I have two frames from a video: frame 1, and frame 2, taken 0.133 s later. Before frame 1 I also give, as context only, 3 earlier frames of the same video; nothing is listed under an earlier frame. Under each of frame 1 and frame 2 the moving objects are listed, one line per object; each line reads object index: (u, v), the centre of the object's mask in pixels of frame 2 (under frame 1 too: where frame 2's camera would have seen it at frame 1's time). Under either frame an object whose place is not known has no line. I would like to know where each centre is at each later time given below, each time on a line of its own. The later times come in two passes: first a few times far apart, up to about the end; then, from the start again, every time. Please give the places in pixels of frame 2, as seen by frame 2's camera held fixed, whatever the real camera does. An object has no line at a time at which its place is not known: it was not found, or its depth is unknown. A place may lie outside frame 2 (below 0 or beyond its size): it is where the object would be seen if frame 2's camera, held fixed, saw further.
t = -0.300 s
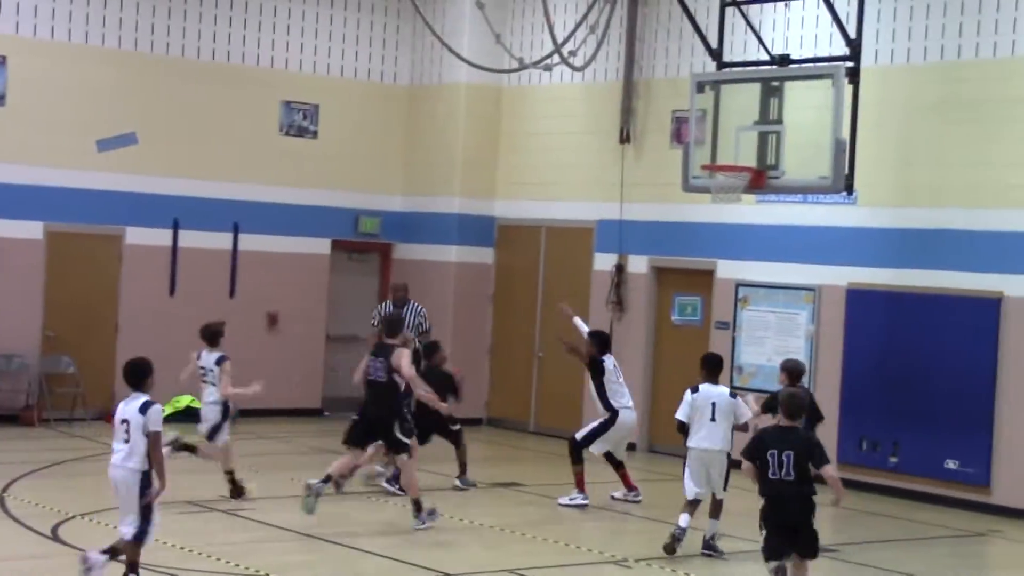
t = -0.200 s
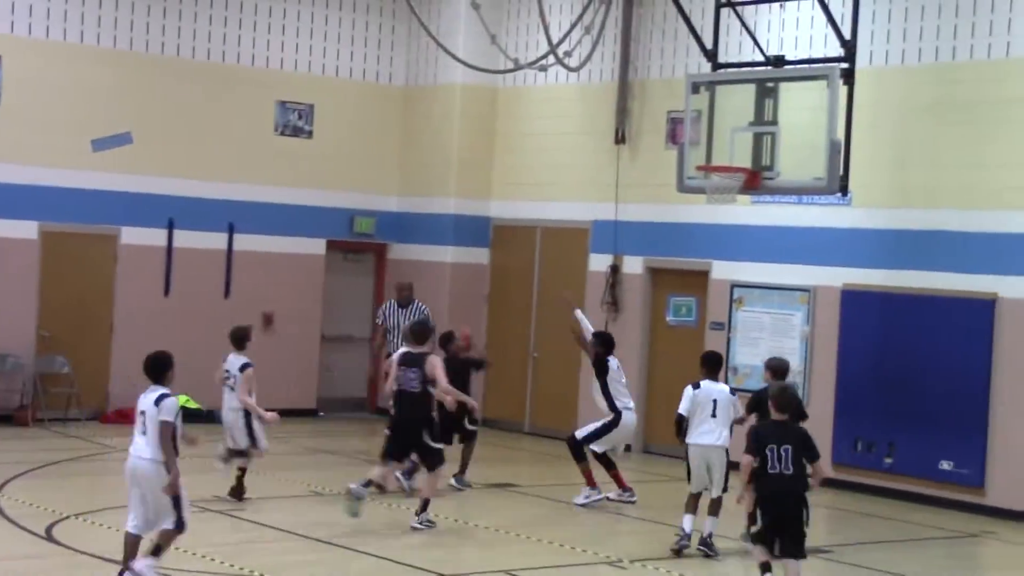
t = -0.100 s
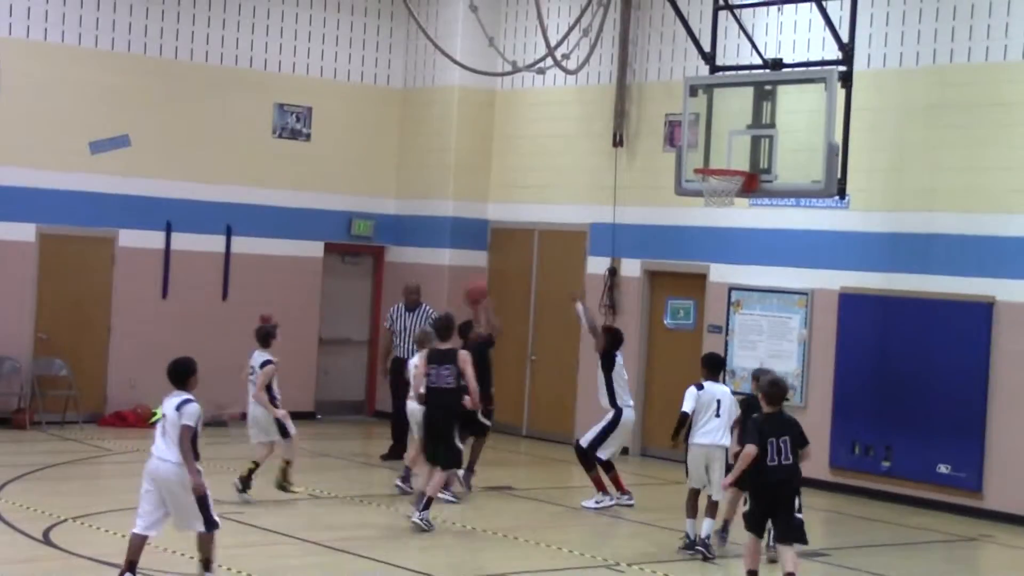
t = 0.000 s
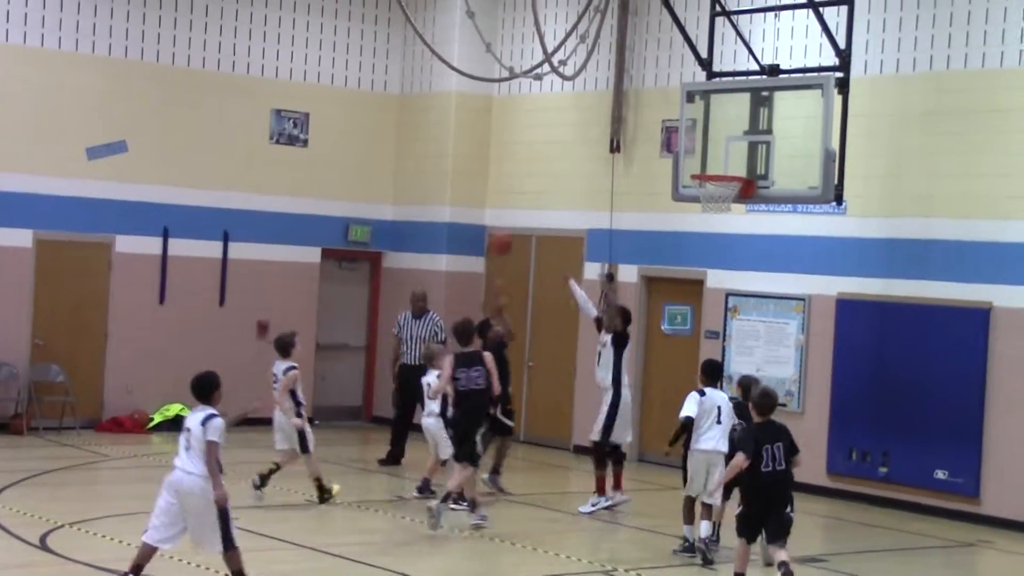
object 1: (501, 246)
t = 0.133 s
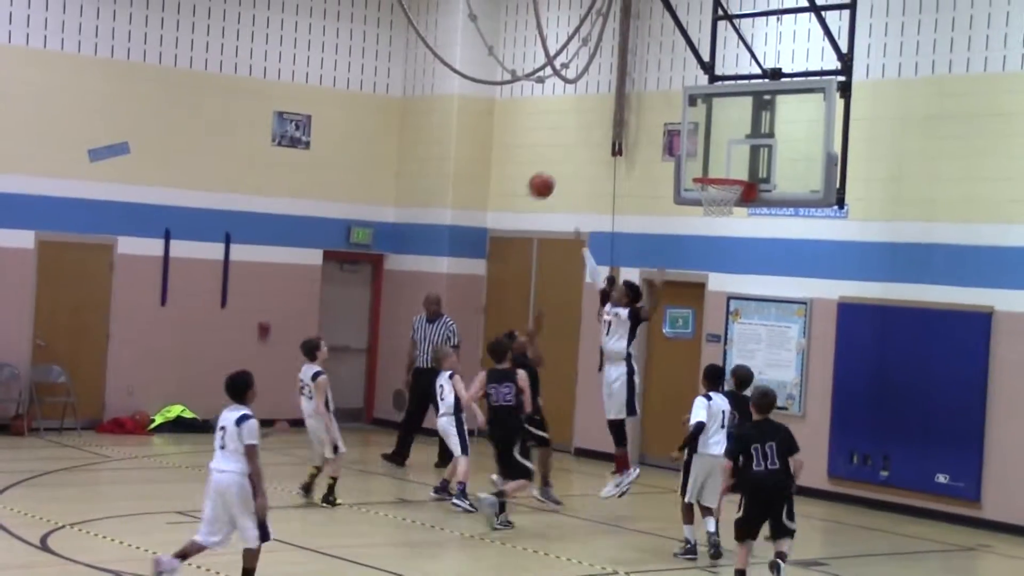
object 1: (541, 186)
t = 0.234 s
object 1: (569, 154)
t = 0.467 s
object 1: (633, 122)
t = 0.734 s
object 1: (699, 154)
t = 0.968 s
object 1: (734, 211)
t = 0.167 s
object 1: (550, 174)
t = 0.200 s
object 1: (559, 163)
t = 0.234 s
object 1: (569, 154)
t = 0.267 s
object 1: (578, 146)
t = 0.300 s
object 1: (587, 139)
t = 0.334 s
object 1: (596, 132)
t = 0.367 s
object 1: (605, 128)
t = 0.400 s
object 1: (614, 125)
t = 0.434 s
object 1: (623, 123)
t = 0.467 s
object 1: (633, 122)
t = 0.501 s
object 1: (640, 121)
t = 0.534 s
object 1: (649, 122)
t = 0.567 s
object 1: (658, 124)
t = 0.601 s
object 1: (666, 128)
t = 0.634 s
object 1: (674, 132)
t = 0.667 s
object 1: (683, 138)
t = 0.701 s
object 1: (691, 145)
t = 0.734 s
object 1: (699, 154)
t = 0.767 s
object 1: (707, 164)
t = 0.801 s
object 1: (717, 170)
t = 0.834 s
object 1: (722, 185)
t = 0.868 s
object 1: (731, 202)
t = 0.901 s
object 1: (735, 210)
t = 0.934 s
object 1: (733, 210)
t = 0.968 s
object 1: (734, 211)
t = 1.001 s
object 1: (733, 214)
